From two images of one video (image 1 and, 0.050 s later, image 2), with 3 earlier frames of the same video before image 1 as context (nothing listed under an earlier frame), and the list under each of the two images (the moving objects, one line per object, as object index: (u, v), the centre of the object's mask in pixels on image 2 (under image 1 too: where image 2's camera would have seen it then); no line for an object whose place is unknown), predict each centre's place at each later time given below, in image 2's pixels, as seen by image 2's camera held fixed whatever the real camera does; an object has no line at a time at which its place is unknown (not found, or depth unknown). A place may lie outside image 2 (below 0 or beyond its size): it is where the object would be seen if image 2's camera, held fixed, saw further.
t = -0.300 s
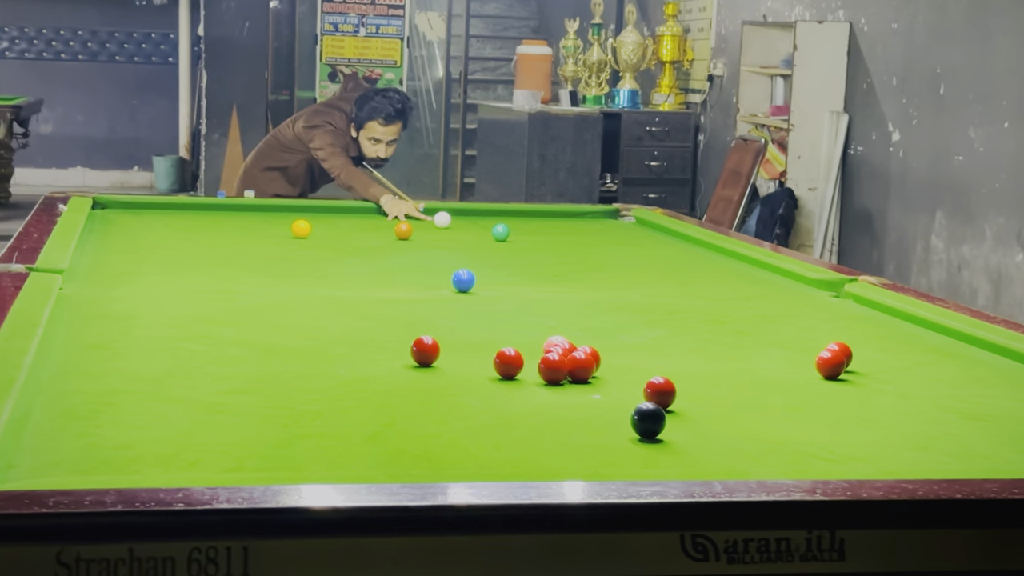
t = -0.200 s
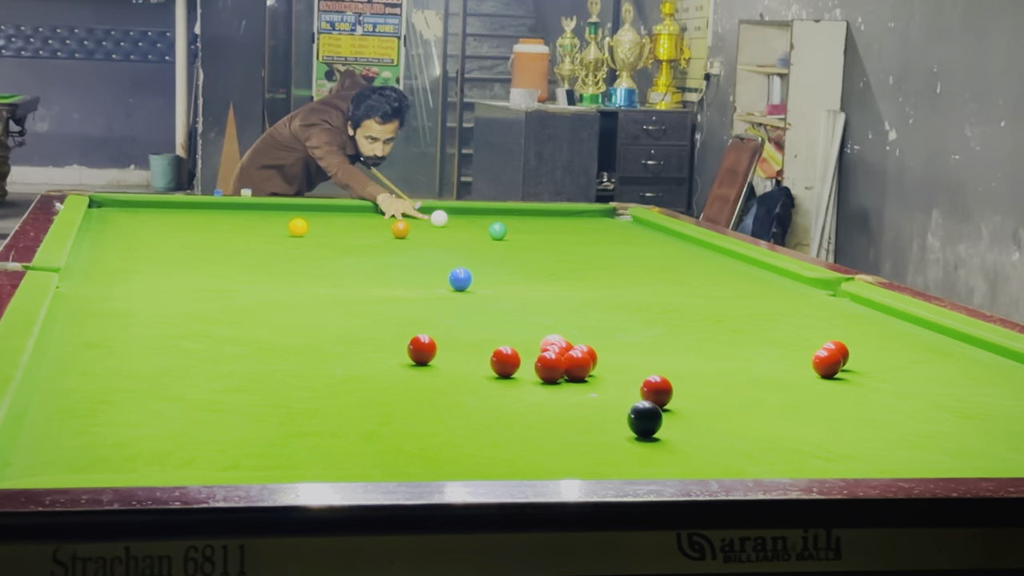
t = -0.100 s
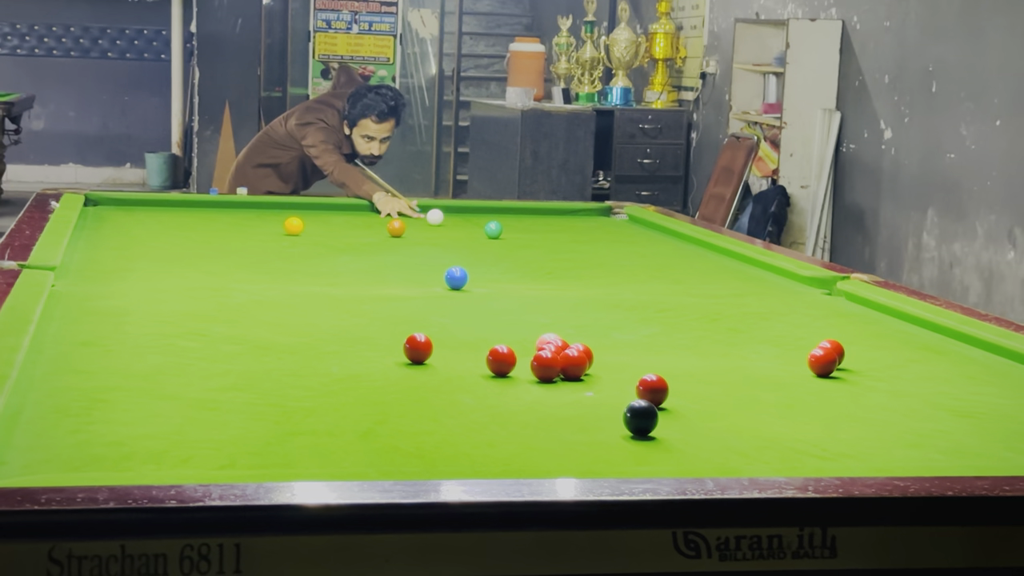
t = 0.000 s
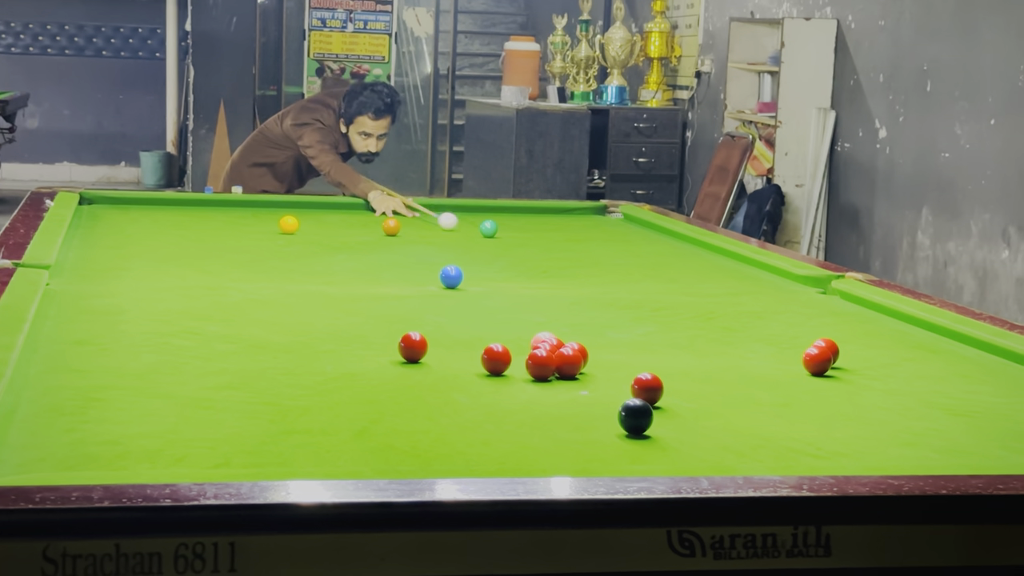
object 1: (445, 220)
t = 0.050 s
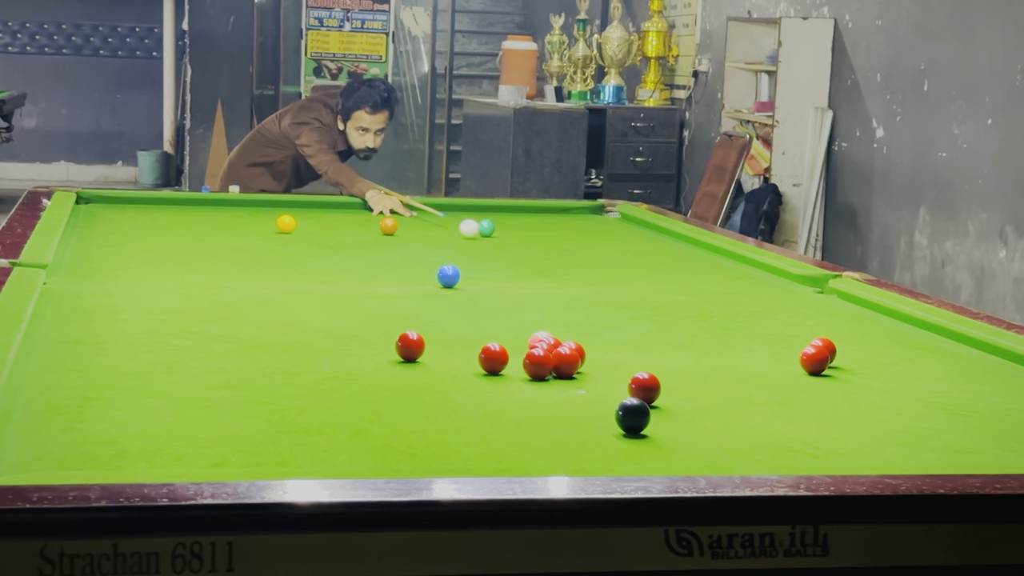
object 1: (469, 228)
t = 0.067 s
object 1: (477, 232)
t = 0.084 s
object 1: (486, 235)
